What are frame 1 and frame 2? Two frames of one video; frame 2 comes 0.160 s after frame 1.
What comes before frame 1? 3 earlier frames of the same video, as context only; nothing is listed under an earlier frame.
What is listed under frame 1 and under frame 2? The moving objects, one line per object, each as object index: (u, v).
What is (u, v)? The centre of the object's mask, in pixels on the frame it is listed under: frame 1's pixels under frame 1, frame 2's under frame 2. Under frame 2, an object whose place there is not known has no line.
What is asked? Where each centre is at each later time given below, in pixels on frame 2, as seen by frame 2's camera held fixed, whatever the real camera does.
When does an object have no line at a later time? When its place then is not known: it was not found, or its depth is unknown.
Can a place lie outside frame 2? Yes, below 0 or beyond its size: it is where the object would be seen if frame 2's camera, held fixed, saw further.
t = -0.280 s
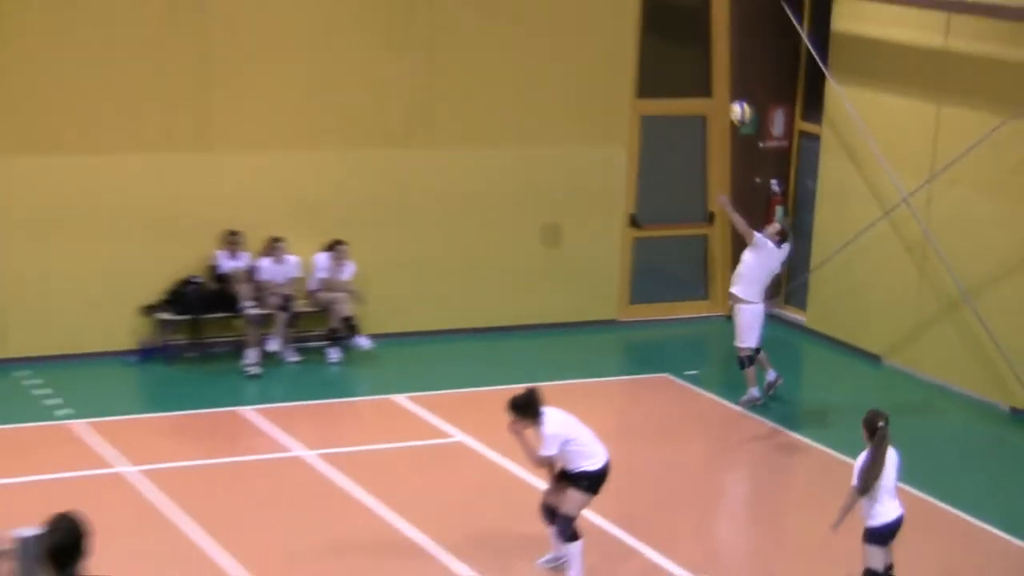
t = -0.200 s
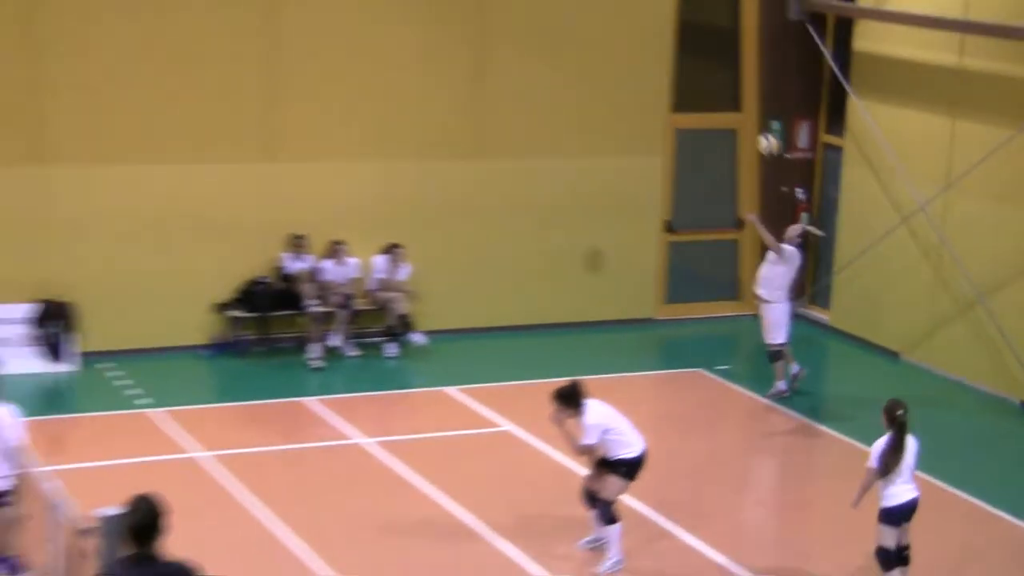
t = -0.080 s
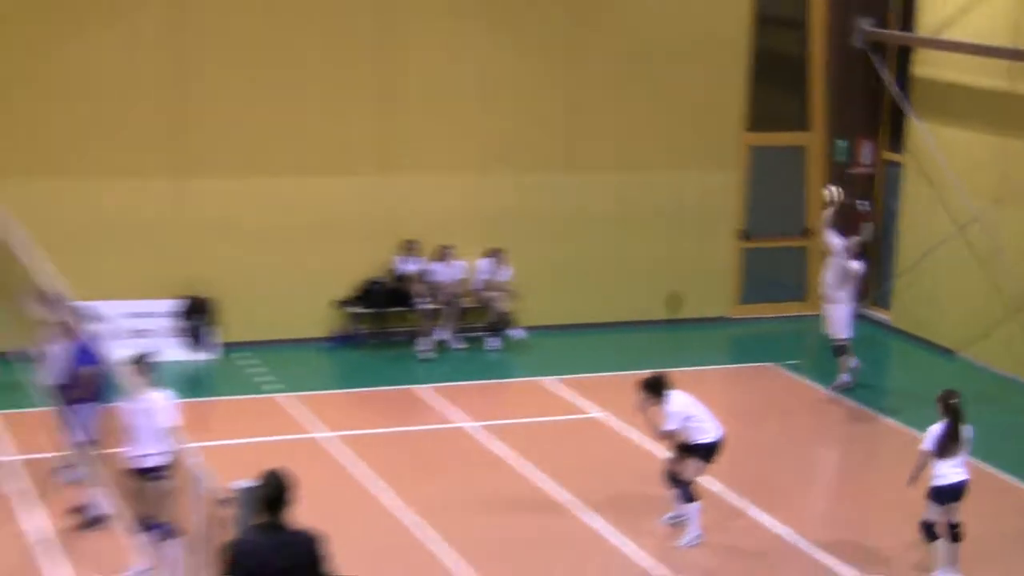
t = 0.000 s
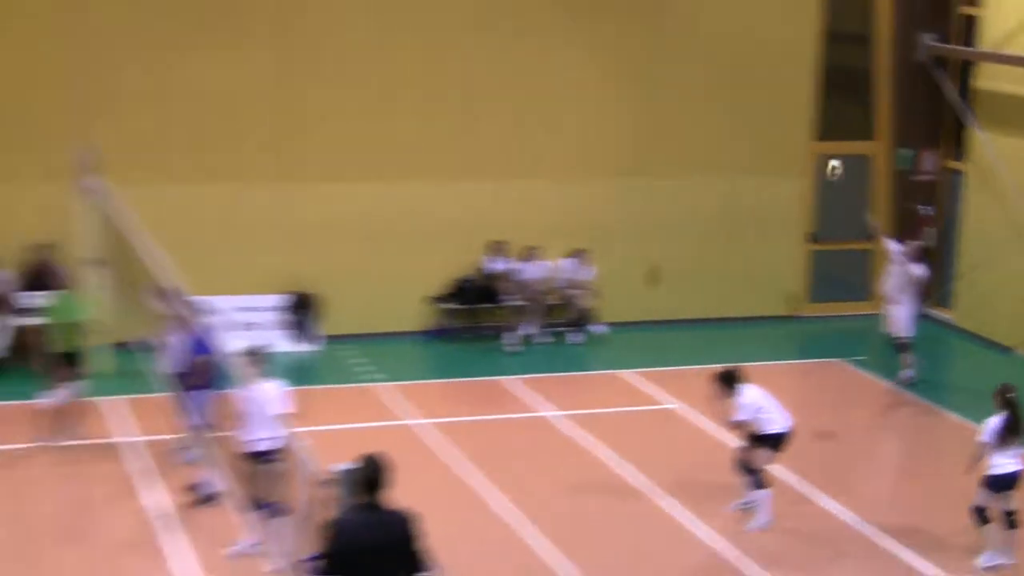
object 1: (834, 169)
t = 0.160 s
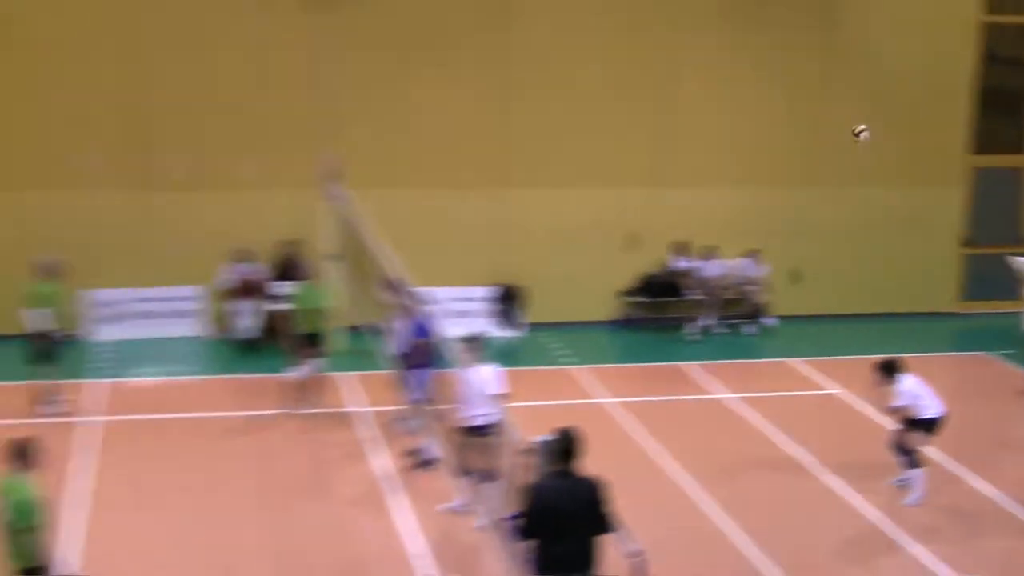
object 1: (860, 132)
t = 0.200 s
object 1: (825, 125)
